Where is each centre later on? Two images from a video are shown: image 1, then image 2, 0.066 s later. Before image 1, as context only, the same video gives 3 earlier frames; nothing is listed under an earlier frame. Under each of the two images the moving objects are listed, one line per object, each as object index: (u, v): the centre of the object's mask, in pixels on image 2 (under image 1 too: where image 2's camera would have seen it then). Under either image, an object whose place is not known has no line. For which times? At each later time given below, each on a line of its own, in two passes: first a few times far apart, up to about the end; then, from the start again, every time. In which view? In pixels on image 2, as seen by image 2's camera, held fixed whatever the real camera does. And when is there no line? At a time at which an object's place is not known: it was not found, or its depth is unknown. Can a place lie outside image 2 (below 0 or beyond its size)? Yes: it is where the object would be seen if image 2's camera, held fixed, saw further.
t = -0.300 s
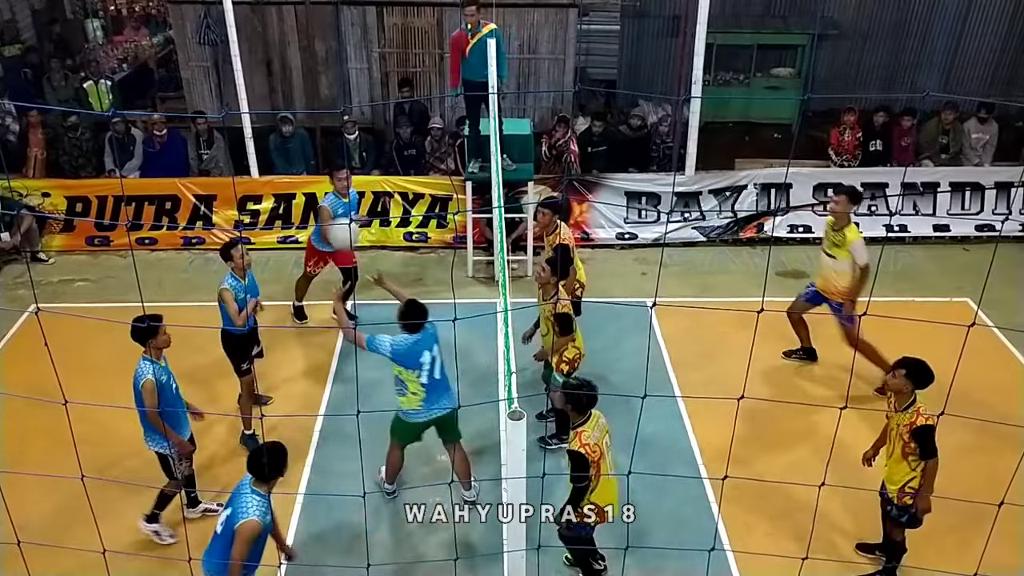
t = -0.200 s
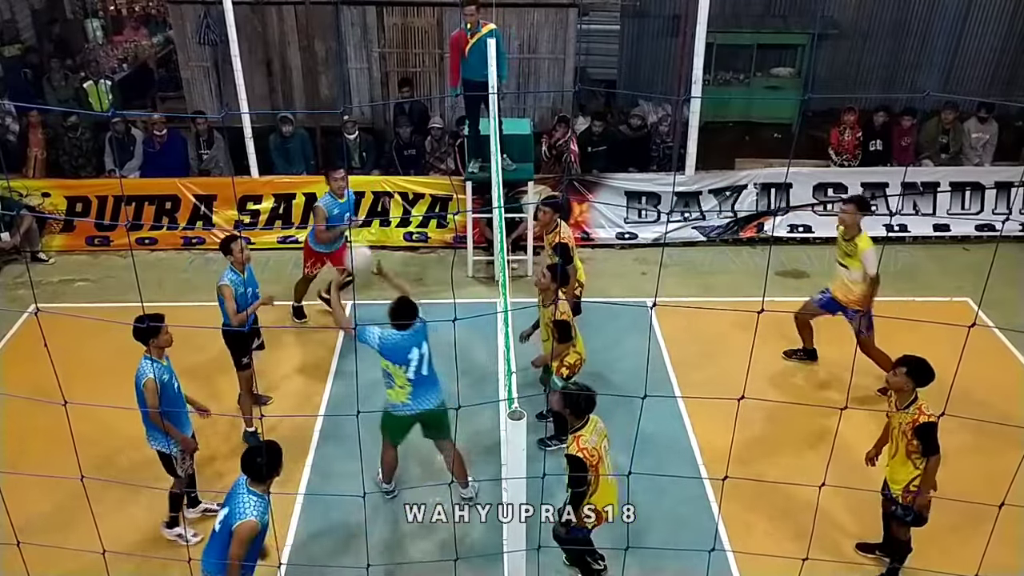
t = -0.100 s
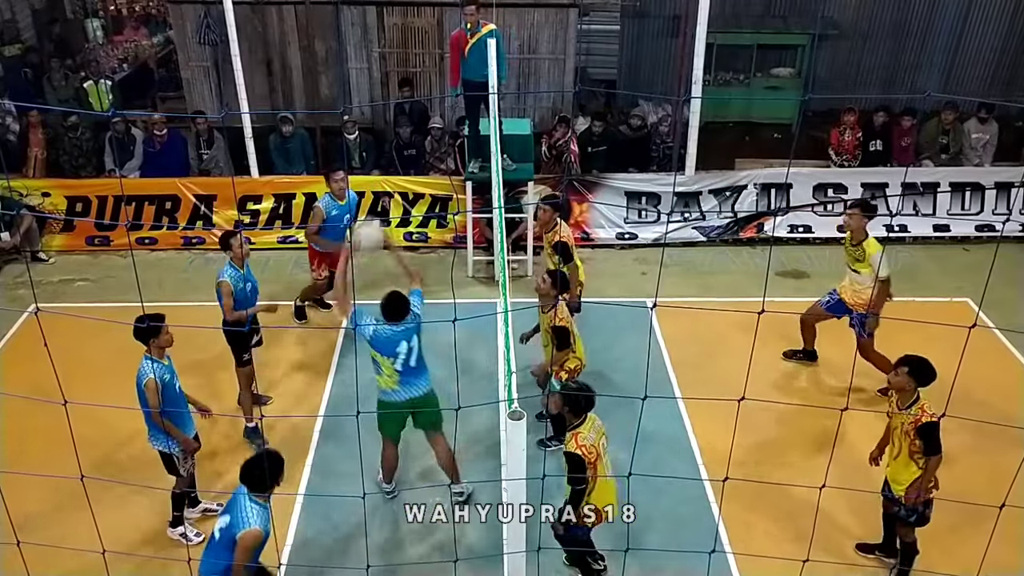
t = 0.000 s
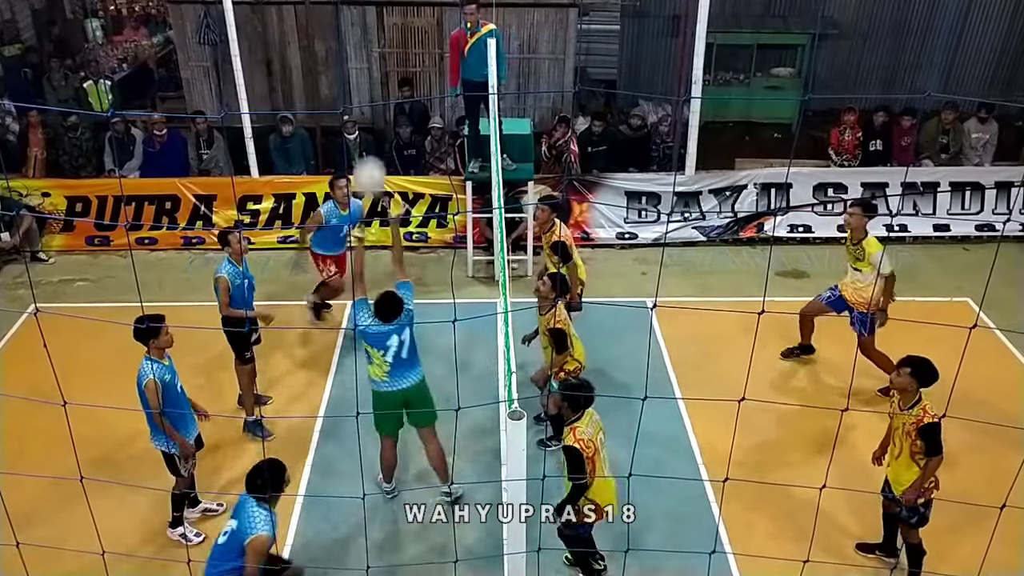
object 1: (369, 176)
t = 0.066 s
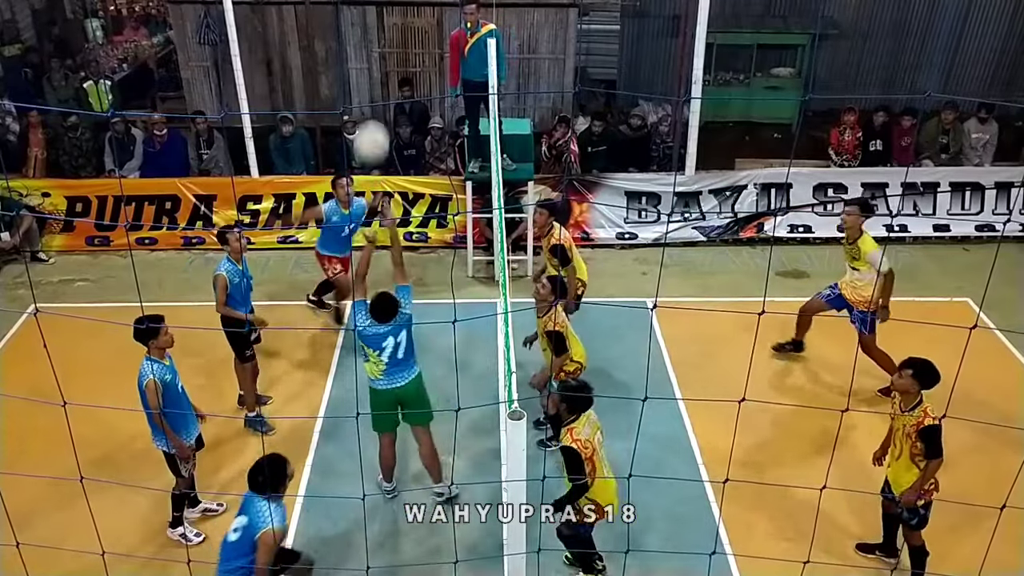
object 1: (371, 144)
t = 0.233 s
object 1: (378, 77)
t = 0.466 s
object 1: (399, 57)
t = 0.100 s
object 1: (373, 127)
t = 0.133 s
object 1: (374, 112)
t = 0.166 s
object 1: (374, 100)
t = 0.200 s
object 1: (377, 85)
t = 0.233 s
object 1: (378, 77)
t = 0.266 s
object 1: (380, 68)
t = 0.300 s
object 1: (383, 61)
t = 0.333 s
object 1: (385, 56)
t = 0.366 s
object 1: (388, 53)
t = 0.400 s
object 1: (391, 53)
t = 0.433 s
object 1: (395, 54)
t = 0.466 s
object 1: (399, 57)
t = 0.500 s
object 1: (402, 63)
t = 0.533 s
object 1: (407, 71)
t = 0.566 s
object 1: (411, 80)
